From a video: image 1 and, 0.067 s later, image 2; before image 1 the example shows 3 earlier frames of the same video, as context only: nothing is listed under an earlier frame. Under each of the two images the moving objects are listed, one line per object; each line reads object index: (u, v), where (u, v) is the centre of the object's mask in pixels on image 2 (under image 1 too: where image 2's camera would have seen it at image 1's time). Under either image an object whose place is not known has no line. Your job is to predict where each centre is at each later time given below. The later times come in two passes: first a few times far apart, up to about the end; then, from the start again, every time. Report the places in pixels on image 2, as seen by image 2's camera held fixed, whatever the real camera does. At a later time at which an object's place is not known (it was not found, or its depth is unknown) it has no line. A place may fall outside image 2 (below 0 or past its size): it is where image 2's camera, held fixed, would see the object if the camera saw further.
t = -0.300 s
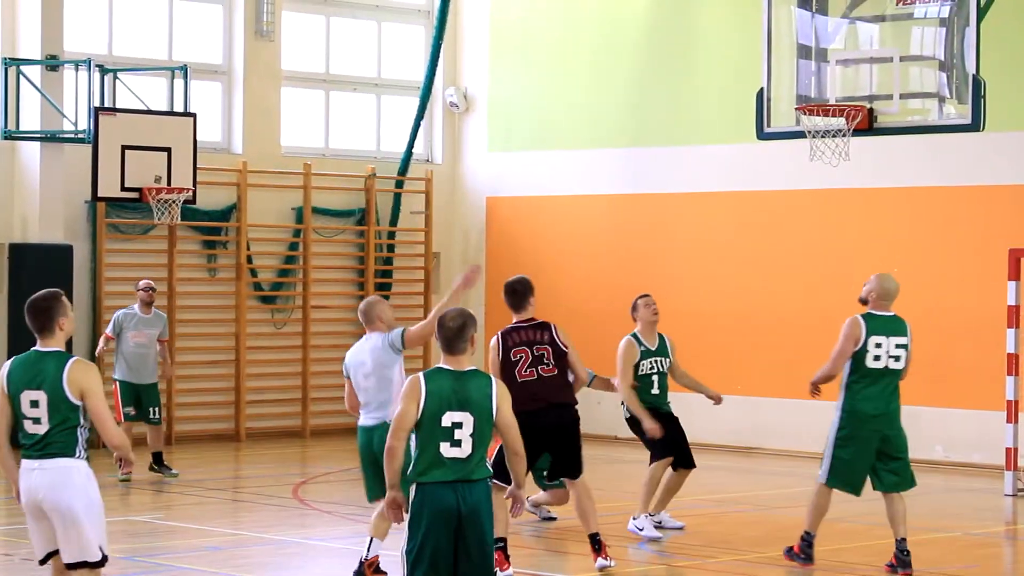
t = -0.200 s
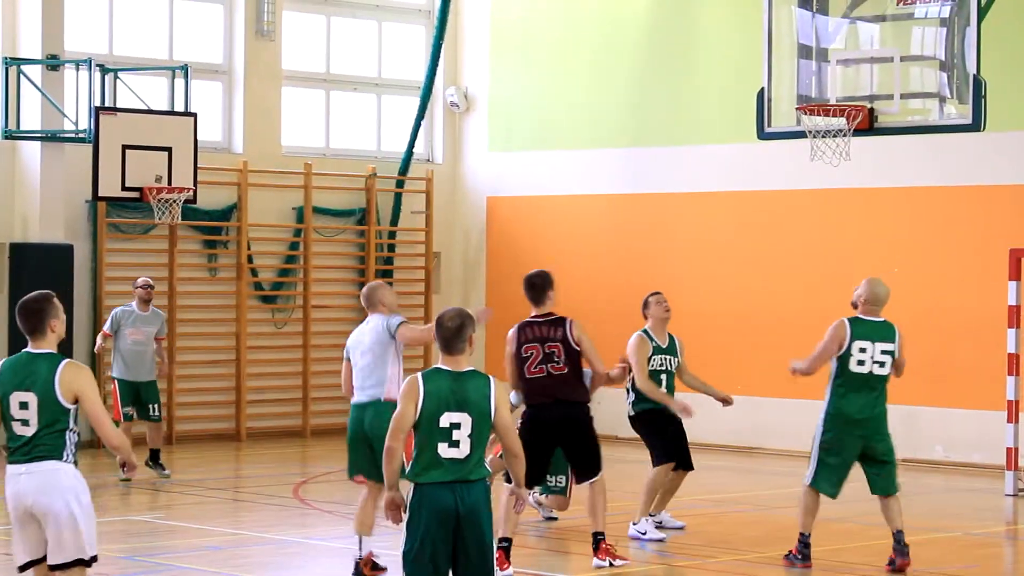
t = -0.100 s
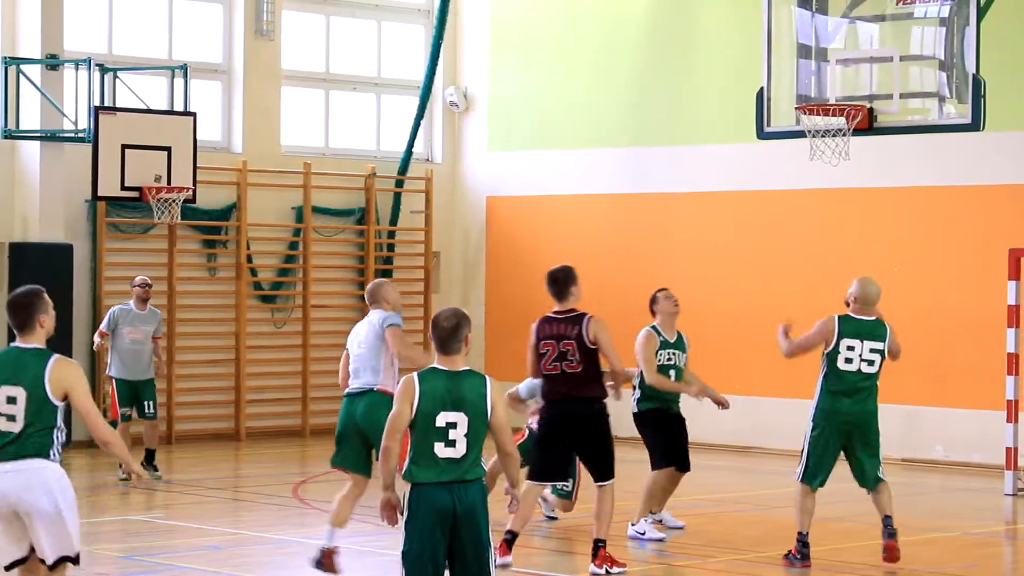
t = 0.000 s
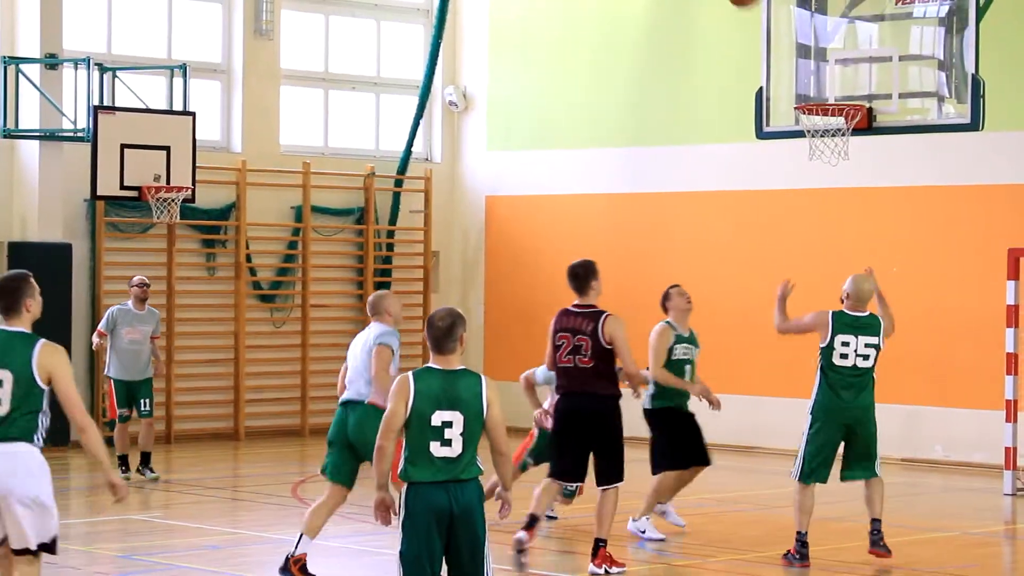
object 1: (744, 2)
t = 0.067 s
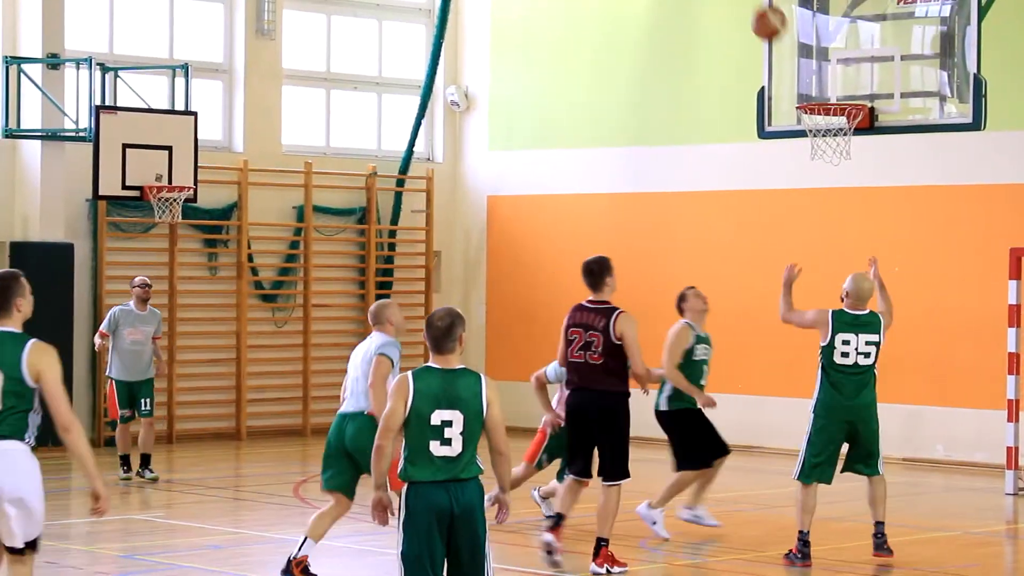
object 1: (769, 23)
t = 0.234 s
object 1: (800, 72)
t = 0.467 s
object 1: (774, 34)
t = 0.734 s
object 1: (742, 87)
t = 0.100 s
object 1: (780, 41)
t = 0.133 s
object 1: (791, 62)
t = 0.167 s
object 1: (803, 85)
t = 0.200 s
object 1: (803, 84)
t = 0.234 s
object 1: (800, 72)
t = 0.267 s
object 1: (796, 62)
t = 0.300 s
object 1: (793, 53)
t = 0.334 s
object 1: (788, 46)
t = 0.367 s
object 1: (784, 41)
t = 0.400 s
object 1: (781, 37)
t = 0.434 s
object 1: (778, 34)
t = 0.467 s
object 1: (774, 34)
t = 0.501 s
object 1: (770, 35)
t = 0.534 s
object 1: (766, 37)
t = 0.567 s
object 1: (762, 41)
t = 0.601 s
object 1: (758, 47)
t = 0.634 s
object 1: (754, 54)
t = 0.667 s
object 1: (750, 64)
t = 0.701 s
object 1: (747, 75)
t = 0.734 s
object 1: (742, 87)
